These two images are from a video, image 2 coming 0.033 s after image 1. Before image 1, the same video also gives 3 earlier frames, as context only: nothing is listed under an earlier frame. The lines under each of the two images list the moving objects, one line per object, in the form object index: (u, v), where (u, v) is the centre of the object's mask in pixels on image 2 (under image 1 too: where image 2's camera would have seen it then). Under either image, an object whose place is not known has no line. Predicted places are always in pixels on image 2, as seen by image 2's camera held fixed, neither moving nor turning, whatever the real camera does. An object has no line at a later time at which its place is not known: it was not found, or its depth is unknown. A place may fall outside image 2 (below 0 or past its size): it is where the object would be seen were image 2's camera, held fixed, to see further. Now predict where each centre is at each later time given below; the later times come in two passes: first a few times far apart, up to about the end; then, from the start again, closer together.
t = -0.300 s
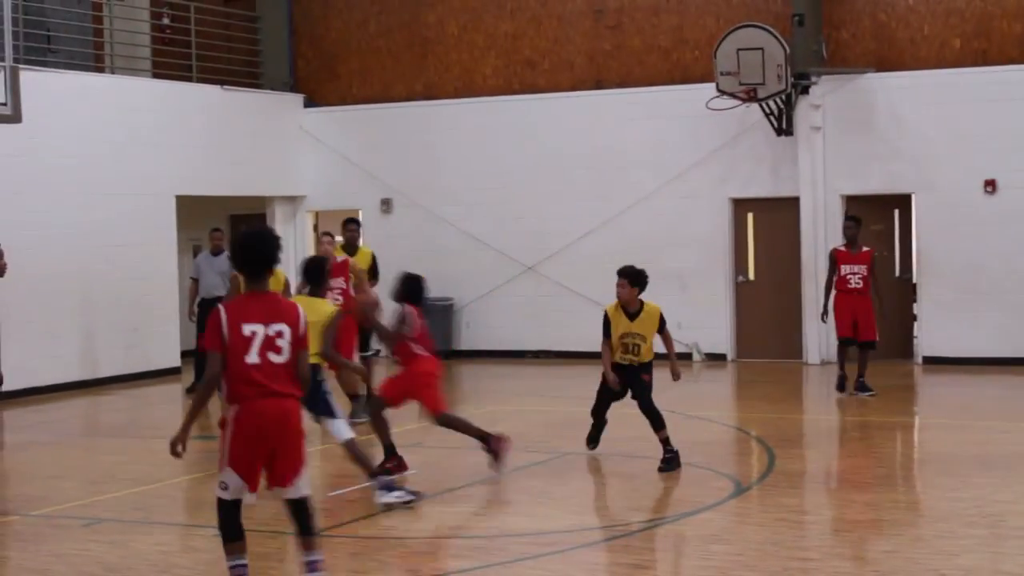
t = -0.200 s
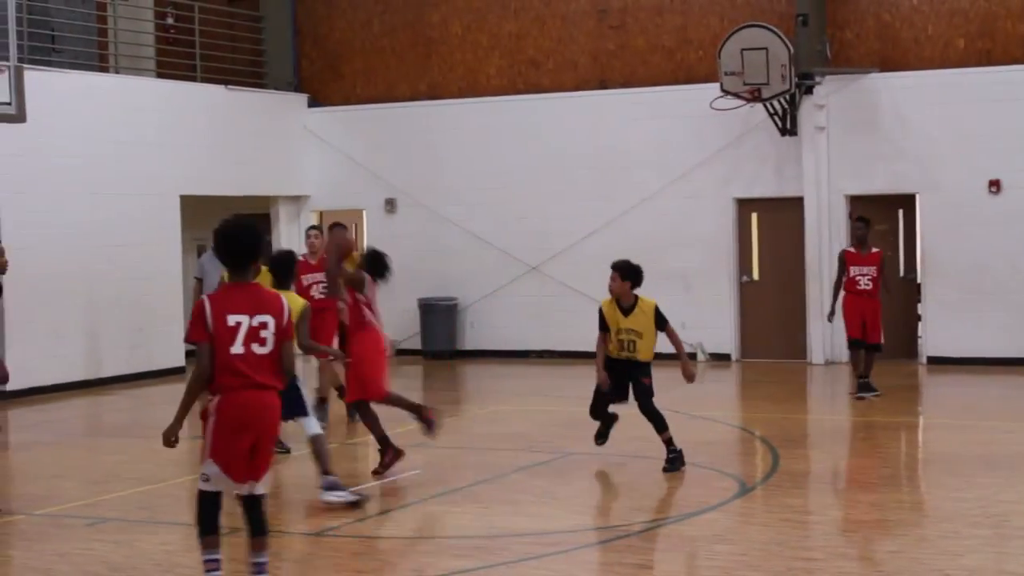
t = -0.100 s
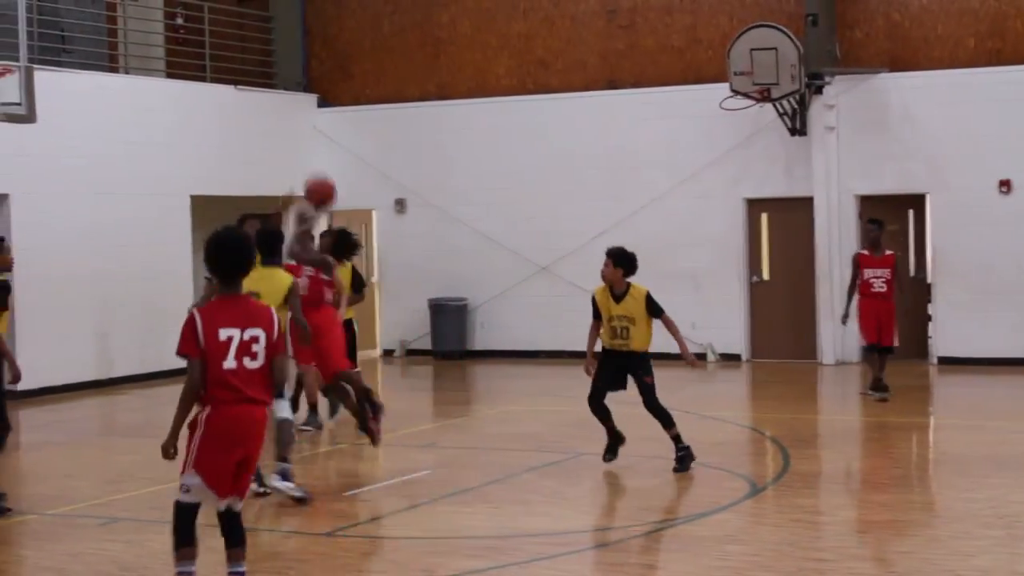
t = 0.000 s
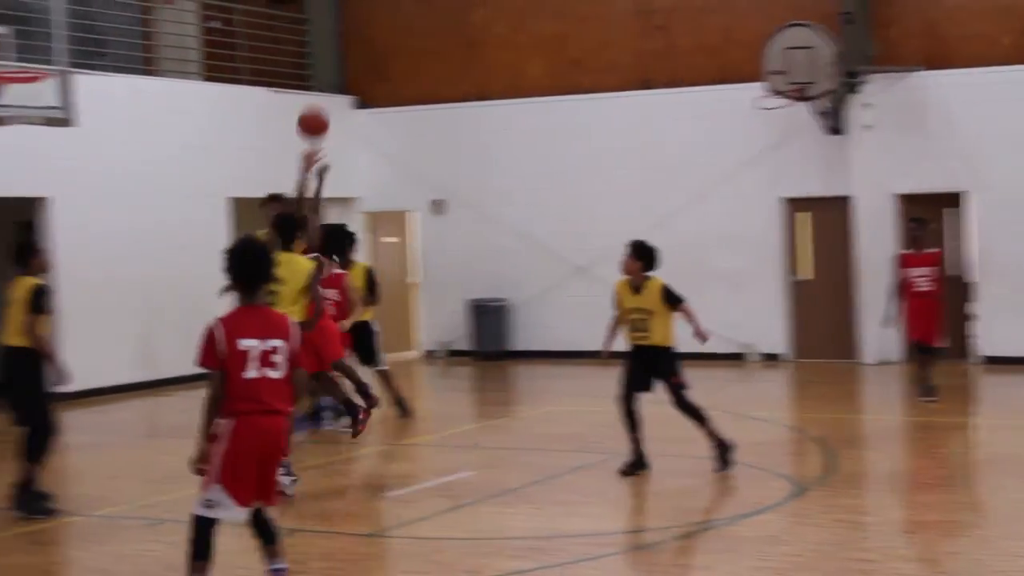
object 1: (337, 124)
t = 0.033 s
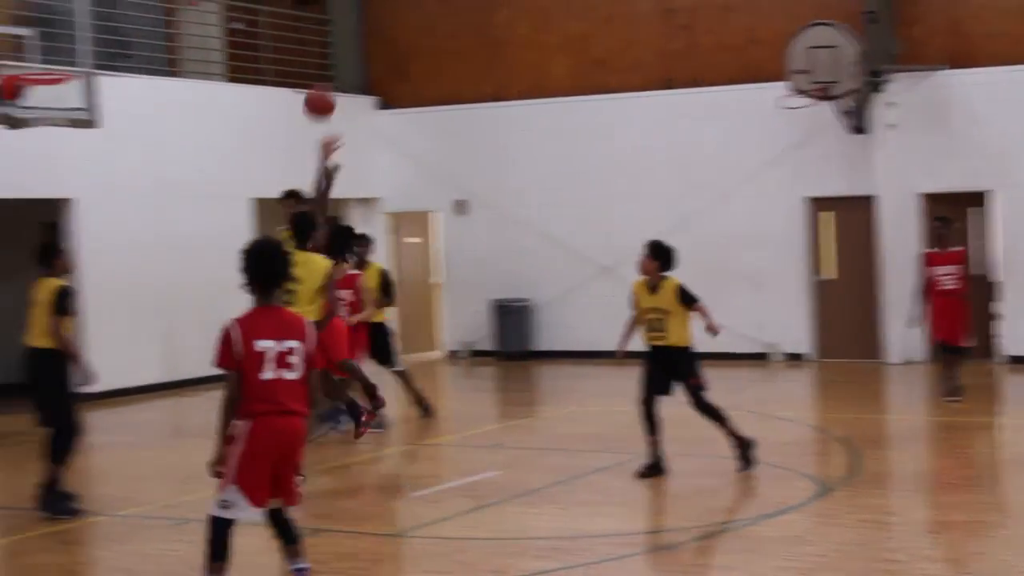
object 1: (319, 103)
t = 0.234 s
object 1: (228, 8)
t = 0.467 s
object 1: (125, -30)
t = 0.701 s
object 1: (27, 2)
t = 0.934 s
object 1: (9, 79)
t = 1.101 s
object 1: (48, 160)
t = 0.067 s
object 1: (304, 82)
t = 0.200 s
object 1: (244, 21)
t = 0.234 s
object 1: (228, 8)
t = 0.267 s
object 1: (213, -3)
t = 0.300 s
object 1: (197, -11)
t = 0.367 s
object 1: (166, -21)
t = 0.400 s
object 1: (151, -25)
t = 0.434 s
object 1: (137, -28)
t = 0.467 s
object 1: (125, -30)
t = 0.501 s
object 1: (111, -30)
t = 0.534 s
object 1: (95, -29)
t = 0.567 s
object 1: (81, -26)
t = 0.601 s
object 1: (67, -21)
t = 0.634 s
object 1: (53, -14)
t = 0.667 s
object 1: (40, -6)
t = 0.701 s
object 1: (27, 2)
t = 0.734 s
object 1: (15, 13)
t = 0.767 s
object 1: (1, 25)
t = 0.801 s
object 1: (-10, 37)
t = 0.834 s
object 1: (-13, 48)
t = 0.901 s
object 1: (2, 68)
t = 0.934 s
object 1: (9, 79)
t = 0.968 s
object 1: (17, 94)
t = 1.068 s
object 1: (41, 144)
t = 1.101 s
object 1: (48, 160)
